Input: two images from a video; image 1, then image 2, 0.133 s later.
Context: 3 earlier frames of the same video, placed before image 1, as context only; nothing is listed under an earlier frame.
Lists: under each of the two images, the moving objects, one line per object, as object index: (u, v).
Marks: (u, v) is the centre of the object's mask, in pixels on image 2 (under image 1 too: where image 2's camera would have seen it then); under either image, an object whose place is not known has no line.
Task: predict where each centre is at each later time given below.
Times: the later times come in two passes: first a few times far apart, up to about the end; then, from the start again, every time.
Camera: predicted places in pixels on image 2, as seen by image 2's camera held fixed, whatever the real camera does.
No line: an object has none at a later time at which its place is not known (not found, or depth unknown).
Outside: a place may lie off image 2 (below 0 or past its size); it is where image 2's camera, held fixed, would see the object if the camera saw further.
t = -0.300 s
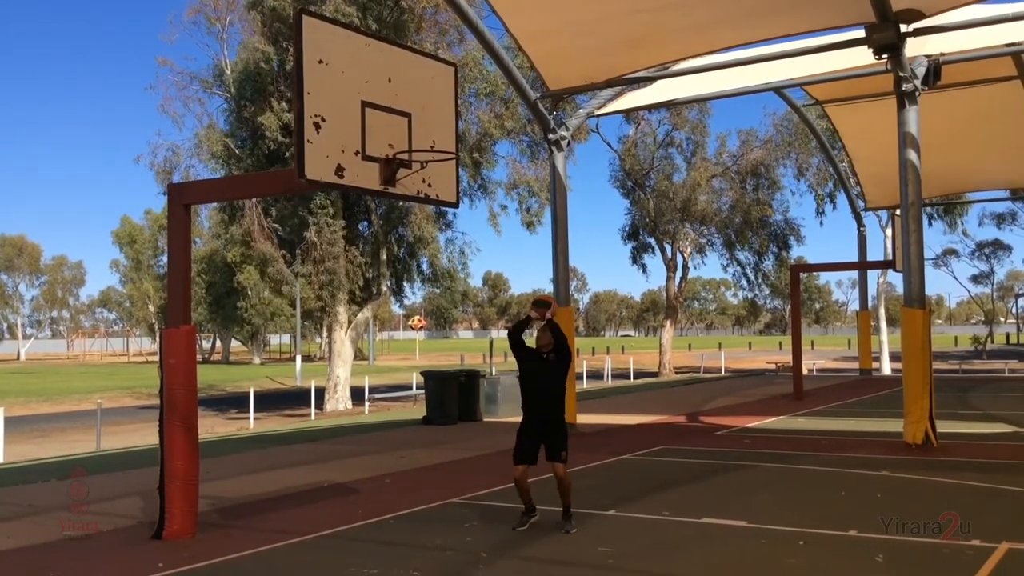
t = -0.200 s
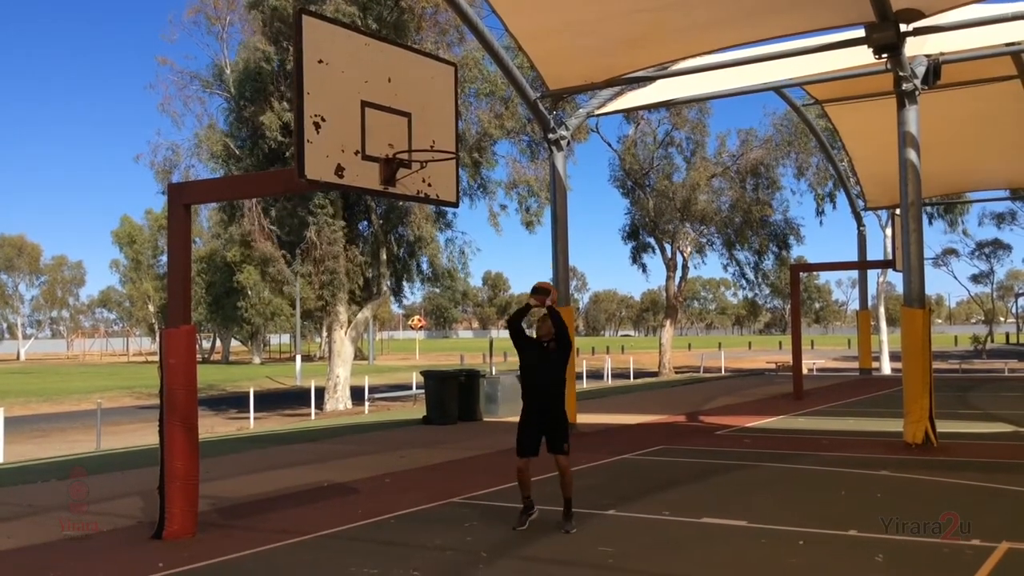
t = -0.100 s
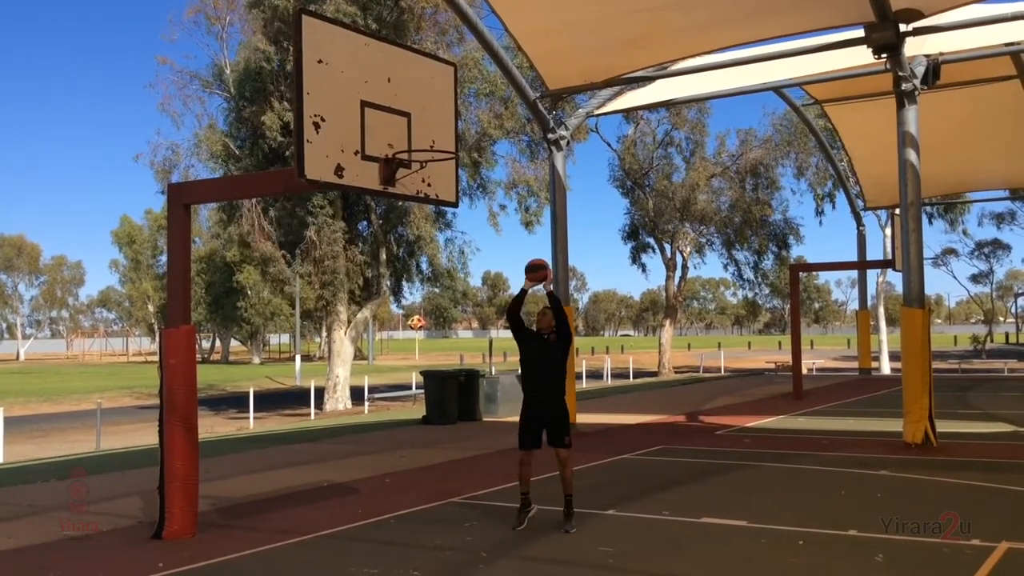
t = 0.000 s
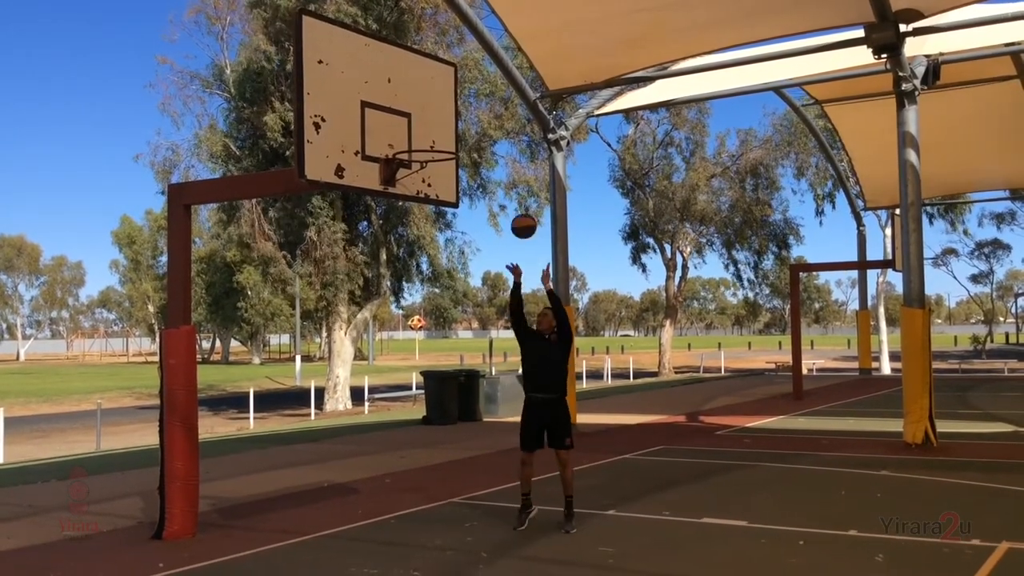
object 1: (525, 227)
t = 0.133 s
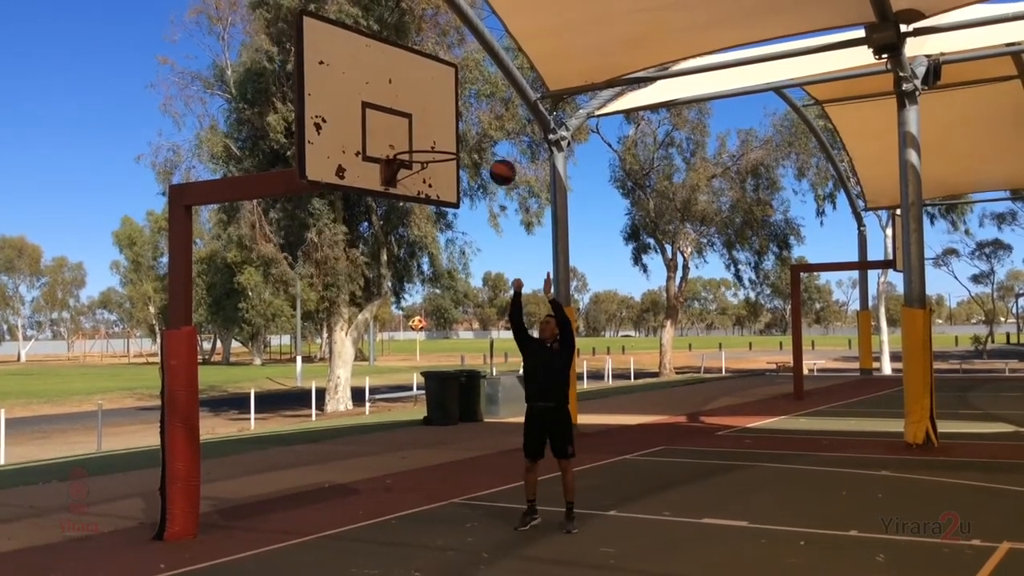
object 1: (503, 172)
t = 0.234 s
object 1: (485, 144)
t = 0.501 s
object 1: (436, 122)
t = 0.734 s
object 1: (436, 150)
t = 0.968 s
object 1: (419, 142)
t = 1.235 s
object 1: (432, 146)
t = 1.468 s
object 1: (440, 203)
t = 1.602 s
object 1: (446, 266)
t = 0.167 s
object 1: (497, 162)
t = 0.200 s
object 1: (490, 152)
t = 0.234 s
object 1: (485, 144)
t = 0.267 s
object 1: (479, 137)
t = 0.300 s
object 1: (473, 131)
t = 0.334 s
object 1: (468, 127)
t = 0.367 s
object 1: (461, 123)
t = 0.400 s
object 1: (455, 121)
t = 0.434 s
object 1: (449, 120)
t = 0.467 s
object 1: (443, 120)
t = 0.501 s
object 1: (436, 122)
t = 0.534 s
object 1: (429, 125)
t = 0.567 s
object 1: (423, 130)
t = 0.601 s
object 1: (416, 137)
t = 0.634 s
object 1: (409, 145)
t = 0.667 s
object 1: (413, 148)
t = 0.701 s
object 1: (425, 148)
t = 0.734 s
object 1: (436, 150)
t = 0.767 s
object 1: (442, 151)
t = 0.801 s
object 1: (435, 150)
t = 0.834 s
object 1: (427, 149)
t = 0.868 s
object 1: (420, 150)
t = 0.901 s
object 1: (416, 150)
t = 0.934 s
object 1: (418, 145)
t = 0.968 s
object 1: (419, 142)
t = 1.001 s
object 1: (421, 139)
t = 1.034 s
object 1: (423, 139)
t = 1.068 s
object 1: (425, 140)
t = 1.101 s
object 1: (426, 142)
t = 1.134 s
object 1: (428, 142)
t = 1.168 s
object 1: (430, 142)
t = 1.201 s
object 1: (431, 143)
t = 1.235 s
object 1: (432, 146)
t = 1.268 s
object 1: (433, 150)
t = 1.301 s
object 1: (434, 155)
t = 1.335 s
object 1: (435, 162)
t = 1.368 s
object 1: (437, 170)
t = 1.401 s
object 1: (438, 180)
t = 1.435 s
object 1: (439, 191)
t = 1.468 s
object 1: (440, 203)
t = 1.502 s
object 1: (442, 218)
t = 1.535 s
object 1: (443, 232)
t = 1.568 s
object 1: (444, 249)
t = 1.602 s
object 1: (446, 266)
